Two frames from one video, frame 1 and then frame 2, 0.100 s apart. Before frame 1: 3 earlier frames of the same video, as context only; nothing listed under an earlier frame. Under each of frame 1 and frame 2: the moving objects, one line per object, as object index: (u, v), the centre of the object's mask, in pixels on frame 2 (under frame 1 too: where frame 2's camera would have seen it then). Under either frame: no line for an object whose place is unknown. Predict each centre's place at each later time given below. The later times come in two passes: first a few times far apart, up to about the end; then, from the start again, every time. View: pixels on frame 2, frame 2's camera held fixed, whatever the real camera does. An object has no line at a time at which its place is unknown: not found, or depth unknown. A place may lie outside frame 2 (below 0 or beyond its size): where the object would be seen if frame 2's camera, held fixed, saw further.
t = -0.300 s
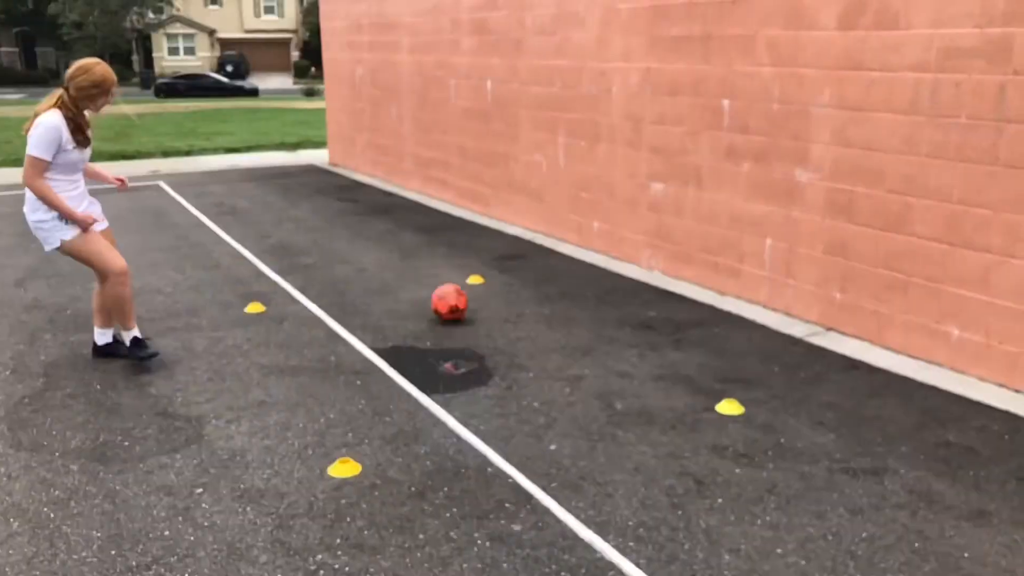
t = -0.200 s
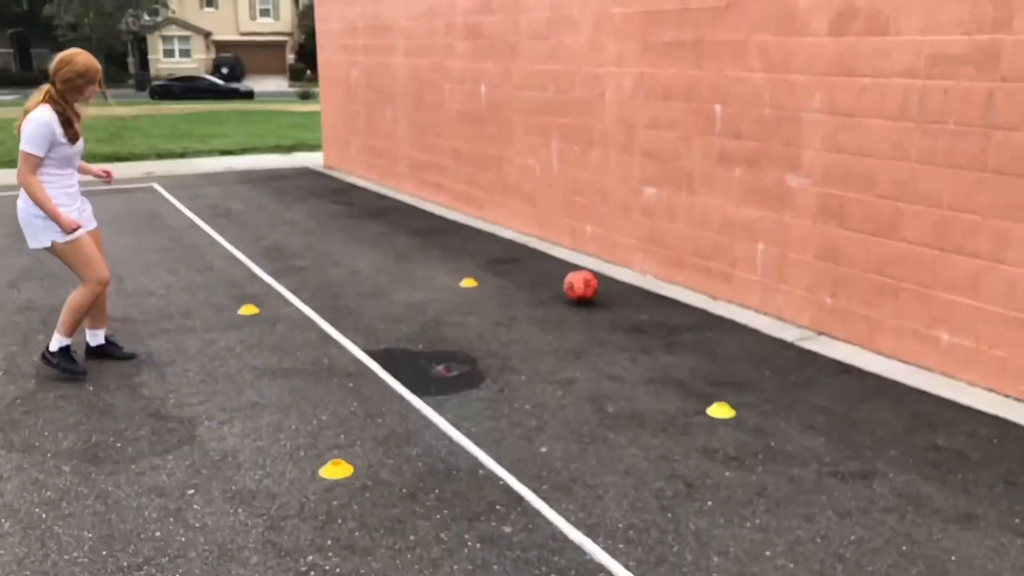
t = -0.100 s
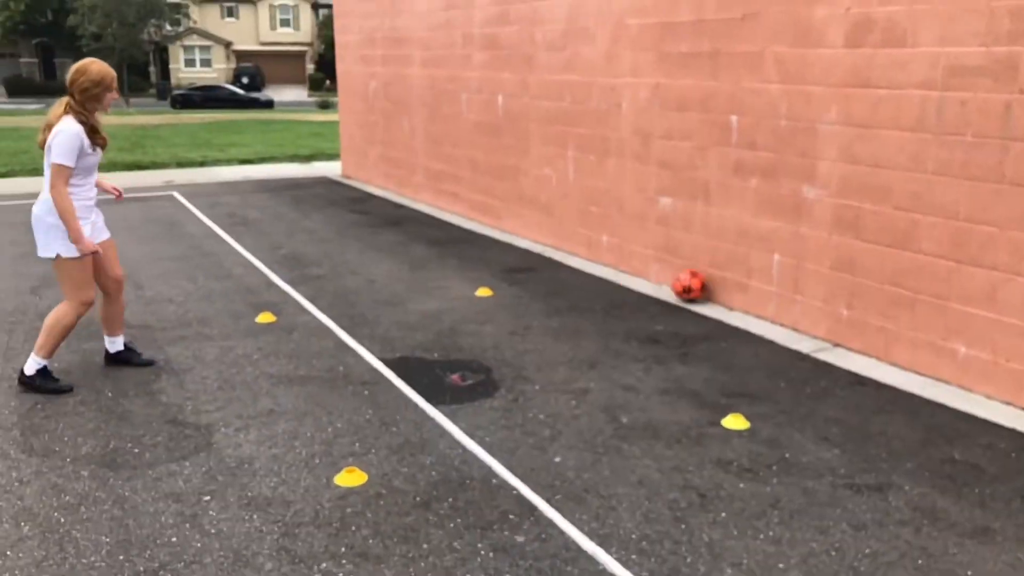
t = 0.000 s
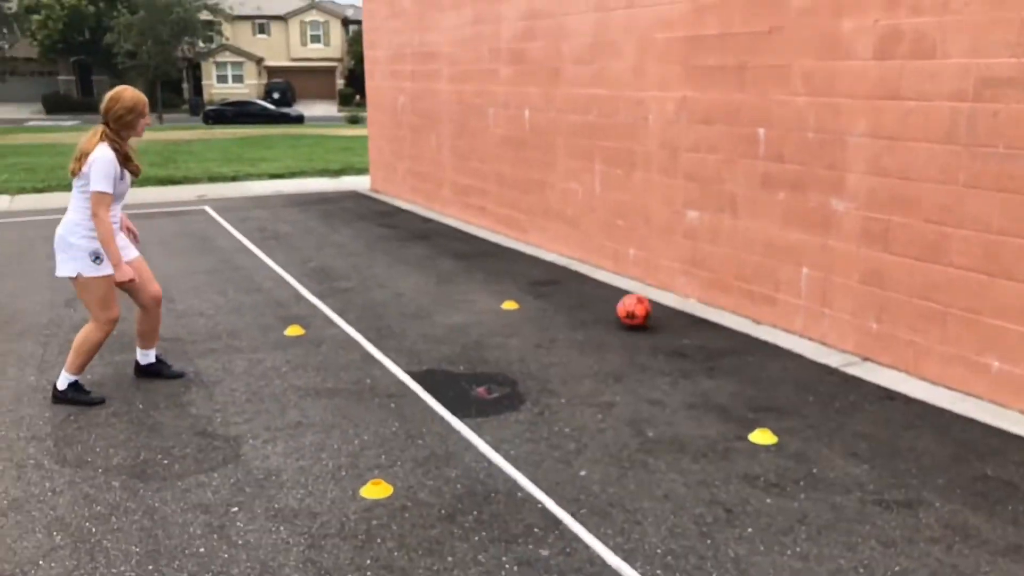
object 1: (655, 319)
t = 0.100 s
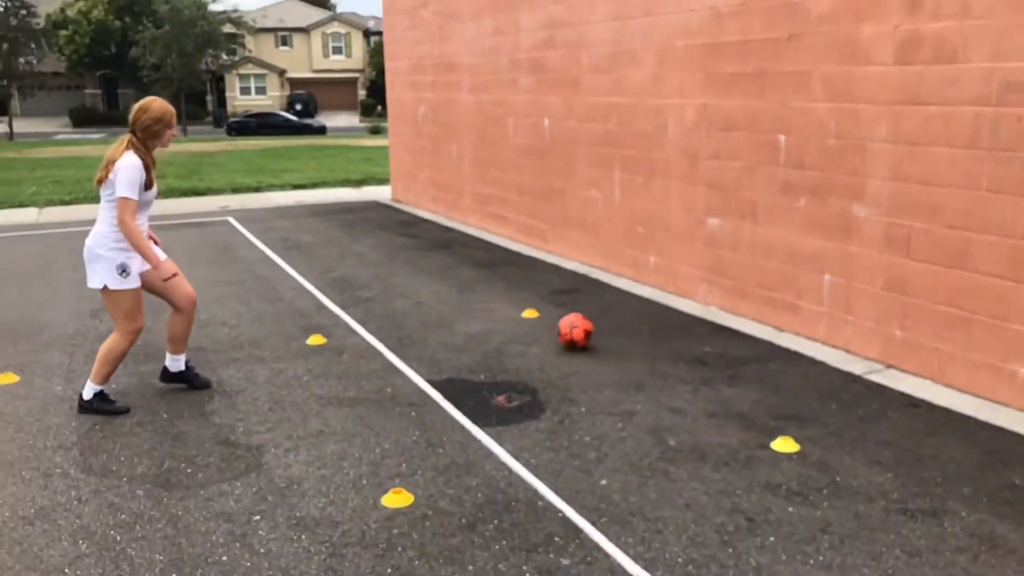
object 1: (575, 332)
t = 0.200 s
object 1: (498, 343)
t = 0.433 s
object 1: (340, 370)
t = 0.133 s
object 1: (550, 334)
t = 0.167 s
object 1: (522, 340)
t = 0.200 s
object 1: (498, 343)
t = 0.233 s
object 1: (473, 348)
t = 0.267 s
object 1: (450, 351)
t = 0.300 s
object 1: (427, 356)
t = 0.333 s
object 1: (405, 359)
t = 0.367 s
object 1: (383, 362)
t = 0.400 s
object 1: (362, 365)
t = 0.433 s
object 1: (340, 370)
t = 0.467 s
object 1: (317, 373)
